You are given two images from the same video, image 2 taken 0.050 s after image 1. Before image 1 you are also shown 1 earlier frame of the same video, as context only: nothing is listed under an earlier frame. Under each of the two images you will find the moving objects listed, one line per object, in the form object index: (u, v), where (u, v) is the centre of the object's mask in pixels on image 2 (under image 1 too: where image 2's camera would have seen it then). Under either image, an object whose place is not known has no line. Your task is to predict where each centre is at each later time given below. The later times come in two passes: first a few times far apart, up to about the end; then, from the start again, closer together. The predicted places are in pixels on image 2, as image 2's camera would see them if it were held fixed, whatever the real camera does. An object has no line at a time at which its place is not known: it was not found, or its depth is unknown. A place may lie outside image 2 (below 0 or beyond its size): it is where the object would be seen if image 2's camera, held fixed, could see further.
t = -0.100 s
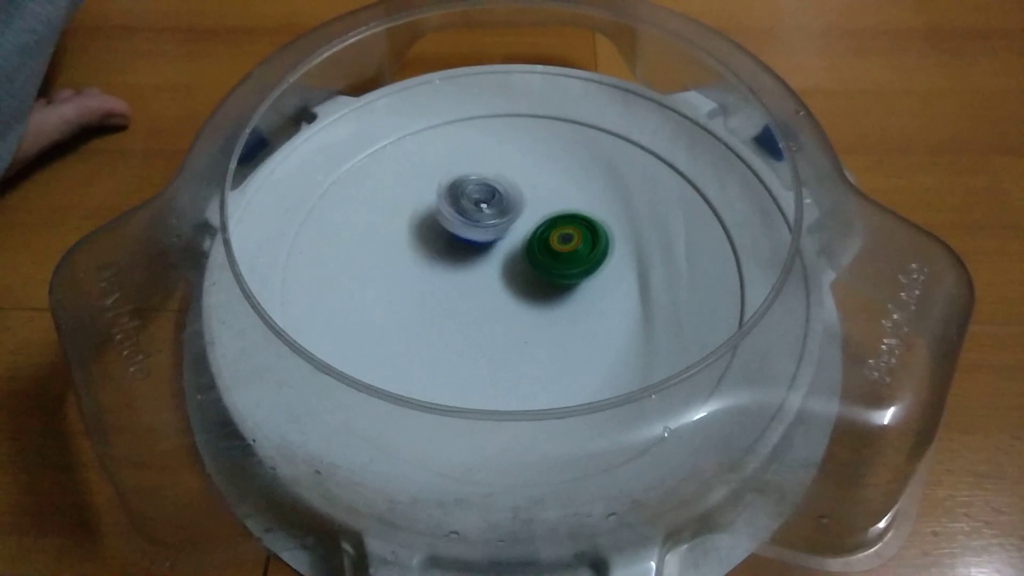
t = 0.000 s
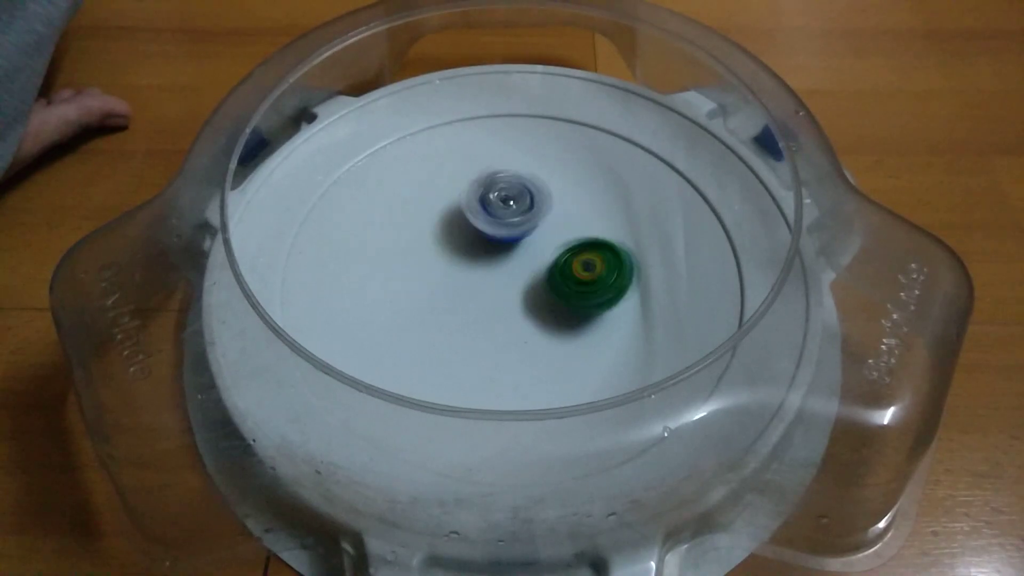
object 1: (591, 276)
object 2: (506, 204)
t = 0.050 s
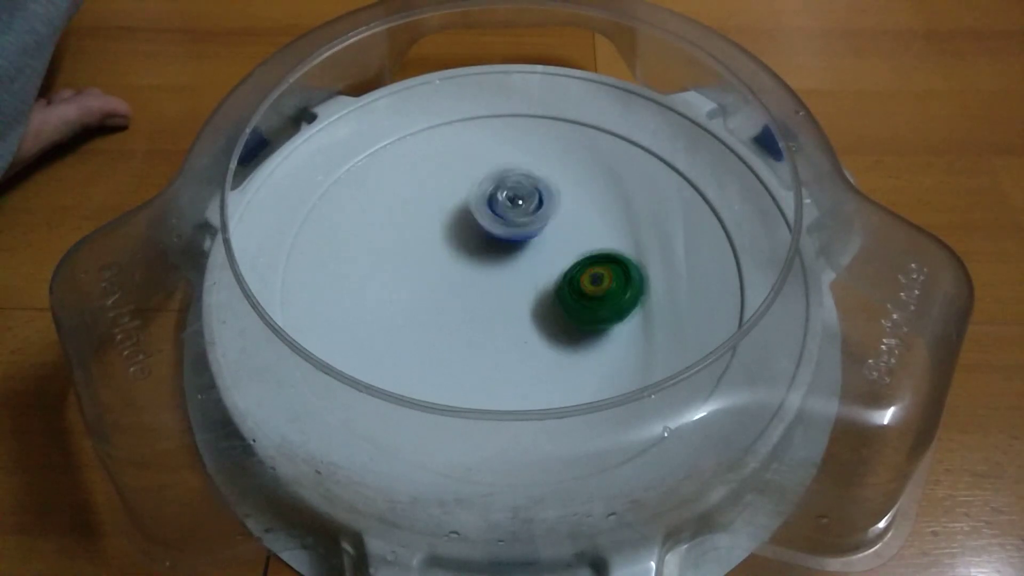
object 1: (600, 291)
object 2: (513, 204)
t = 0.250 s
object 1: (585, 308)
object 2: (551, 241)
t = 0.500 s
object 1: (522, 320)
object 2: (507, 239)
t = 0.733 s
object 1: (459, 284)
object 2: (489, 218)
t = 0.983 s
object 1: (440, 257)
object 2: (512, 215)
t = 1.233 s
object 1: (377, 313)
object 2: (616, 186)
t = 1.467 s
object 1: (402, 326)
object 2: (612, 209)
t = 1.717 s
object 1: (488, 309)
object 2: (557, 272)
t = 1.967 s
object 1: (496, 290)
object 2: (610, 280)
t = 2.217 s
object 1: (503, 270)
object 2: (632, 261)
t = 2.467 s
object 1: (499, 253)
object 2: (588, 252)
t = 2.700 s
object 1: (445, 246)
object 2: (591, 238)
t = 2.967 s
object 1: (450, 262)
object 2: (562, 256)
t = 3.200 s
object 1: (407, 289)
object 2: (569, 274)
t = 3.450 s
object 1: (456, 276)
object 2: (541, 266)
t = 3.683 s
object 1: (471, 281)
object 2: (556, 256)
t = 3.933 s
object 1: (477, 285)
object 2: (565, 258)
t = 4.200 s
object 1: (479, 281)
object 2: (561, 262)
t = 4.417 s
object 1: (479, 281)
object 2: (560, 262)
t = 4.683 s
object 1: (479, 281)
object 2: (561, 261)
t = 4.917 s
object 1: (479, 281)
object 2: (562, 261)
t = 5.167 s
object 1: (479, 281)
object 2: (562, 261)
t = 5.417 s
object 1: (479, 281)
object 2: (562, 261)
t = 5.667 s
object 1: (479, 281)
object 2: (563, 261)
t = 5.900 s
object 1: (479, 281)
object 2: (563, 261)
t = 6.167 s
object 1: (479, 281)
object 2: (562, 261)
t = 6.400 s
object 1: (479, 281)
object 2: (562, 261)
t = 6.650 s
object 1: (479, 281)
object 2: (562, 261)
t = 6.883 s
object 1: (479, 281)
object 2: (563, 261)
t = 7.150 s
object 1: (479, 281)
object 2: (563, 261)
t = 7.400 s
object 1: (479, 281)
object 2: (563, 261)
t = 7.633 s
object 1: (479, 281)
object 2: (563, 261)
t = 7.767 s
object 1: (479, 281)
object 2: (563, 261)
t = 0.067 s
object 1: (602, 293)
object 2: (518, 205)
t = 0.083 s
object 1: (601, 296)
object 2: (522, 205)
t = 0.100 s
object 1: (601, 297)
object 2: (526, 208)
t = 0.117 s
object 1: (601, 299)
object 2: (533, 211)
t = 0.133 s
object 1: (600, 301)
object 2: (535, 214)
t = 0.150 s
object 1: (599, 302)
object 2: (536, 215)
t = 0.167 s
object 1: (597, 304)
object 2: (541, 220)
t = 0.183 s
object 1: (595, 304)
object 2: (542, 223)
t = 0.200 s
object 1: (593, 305)
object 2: (545, 226)
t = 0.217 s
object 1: (591, 306)
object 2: (549, 233)
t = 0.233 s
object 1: (588, 307)
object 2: (548, 235)
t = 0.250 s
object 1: (585, 308)
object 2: (551, 241)
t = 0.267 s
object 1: (583, 310)
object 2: (549, 244)
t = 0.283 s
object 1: (581, 313)
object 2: (547, 245)
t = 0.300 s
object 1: (578, 315)
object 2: (545, 246)
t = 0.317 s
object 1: (575, 317)
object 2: (540, 247)
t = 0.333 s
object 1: (572, 317)
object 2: (537, 246)
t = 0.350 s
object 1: (570, 317)
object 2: (532, 248)
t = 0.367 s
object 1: (565, 317)
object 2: (529, 247)
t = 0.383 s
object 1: (561, 317)
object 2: (529, 247)
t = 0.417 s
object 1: (551, 317)
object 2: (522, 247)
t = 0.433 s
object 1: (545, 317)
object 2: (519, 247)
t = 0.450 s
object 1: (540, 319)
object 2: (514, 244)
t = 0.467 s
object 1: (533, 319)
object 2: (513, 244)
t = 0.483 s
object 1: (527, 320)
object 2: (508, 241)
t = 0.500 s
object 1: (522, 320)
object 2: (507, 239)
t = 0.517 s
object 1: (516, 320)
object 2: (504, 237)
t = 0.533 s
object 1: (511, 318)
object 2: (499, 234)
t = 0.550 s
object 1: (506, 317)
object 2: (500, 232)
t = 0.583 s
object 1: (495, 313)
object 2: (496, 227)
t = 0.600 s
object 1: (490, 310)
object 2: (496, 226)
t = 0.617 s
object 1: (486, 308)
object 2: (492, 224)
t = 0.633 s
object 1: (480, 305)
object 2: (493, 223)
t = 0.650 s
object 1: (476, 301)
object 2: (489, 221)
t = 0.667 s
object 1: (473, 299)
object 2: (490, 219)
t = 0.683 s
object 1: (469, 295)
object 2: (490, 218)
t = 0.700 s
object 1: (465, 292)
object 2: (488, 219)
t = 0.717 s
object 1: (462, 288)
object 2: (490, 217)
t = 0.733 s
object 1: (459, 284)
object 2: (489, 218)
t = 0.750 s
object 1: (456, 280)
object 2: (491, 216)
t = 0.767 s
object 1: (452, 278)
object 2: (491, 215)
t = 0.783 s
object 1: (448, 277)
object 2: (492, 213)
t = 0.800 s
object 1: (445, 275)
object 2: (494, 211)
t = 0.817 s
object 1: (442, 274)
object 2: (494, 211)
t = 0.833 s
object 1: (440, 272)
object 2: (499, 210)
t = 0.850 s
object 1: (439, 269)
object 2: (499, 210)
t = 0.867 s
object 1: (438, 267)
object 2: (500, 210)
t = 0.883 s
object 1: (438, 266)
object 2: (502, 209)
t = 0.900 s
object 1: (437, 264)
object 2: (502, 208)
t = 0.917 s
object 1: (437, 261)
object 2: (506, 211)
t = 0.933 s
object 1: (438, 261)
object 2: (507, 212)
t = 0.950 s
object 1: (438, 259)
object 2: (511, 212)
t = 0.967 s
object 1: (439, 257)
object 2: (512, 215)
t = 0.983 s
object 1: (440, 257)
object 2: (512, 215)
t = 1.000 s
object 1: (442, 256)
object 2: (516, 218)
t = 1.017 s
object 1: (435, 259)
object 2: (520, 216)
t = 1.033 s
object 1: (419, 268)
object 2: (534, 212)
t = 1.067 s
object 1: (397, 284)
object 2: (557, 202)
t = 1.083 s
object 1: (388, 289)
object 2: (570, 200)
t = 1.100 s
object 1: (381, 294)
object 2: (576, 197)
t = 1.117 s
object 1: (378, 297)
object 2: (585, 195)
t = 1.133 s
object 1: (375, 301)
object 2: (592, 192)
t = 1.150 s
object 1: (373, 304)
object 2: (597, 191)
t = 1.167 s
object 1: (373, 307)
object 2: (604, 189)
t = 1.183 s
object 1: (374, 309)
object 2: (606, 188)
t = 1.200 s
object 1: (374, 310)
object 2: (611, 188)
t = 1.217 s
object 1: (376, 312)
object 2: (614, 187)
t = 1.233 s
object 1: (377, 313)
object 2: (616, 186)
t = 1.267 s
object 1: (379, 315)
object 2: (621, 185)
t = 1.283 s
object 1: (380, 316)
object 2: (623, 187)
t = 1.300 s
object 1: (382, 317)
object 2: (625, 185)
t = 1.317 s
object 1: (384, 319)
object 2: (628, 185)
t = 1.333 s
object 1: (384, 319)
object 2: (630, 186)
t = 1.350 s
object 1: (386, 320)
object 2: (629, 189)
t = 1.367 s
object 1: (388, 321)
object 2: (629, 191)
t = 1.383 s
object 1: (389, 323)
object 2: (627, 192)
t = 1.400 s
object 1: (390, 323)
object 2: (626, 195)
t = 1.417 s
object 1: (393, 323)
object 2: (625, 197)
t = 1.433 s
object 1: (396, 325)
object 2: (622, 201)
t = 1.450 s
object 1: (399, 326)
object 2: (618, 206)
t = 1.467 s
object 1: (402, 326)
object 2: (612, 209)
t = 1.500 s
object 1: (412, 326)
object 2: (607, 219)
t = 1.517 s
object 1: (418, 325)
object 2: (599, 224)
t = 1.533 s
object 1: (424, 325)
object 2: (595, 229)
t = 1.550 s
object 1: (431, 324)
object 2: (587, 234)
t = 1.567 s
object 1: (438, 323)
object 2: (585, 240)
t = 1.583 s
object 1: (444, 323)
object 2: (581, 242)
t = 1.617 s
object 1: (459, 318)
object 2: (573, 250)
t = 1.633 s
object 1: (466, 319)
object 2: (568, 255)
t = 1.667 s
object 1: (479, 314)
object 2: (562, 263)
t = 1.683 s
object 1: (487, 312)
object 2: (559, 268)
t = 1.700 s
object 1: (491, 313)
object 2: (556, 268)
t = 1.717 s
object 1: (488, 309)
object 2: (557, 272)
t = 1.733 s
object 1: (485, 307)
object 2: (563, 274)
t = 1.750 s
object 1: (482, 305)
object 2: (565, 274)
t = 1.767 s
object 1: (482, 303)
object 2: (569, 277)
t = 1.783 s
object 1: (481, 301)
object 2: (571, 277)
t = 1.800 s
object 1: (483, 300)
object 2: (575, 278)
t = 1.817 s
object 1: (484, 299)
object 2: (579, 280)
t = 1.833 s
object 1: (488, 298)
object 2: (580, 281)
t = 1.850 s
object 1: (490, 298)
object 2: (585, 282)
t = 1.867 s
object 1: (490, 297)
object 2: (585, 282)
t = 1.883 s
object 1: (489, 295)
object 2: (591, 282)
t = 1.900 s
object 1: (491, 294)
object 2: (594, 282)
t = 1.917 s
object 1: (493, 294)
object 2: (596, 283)
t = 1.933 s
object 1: (495, 294)
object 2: (602, 282)
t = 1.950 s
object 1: (496, 293)
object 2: (604, 280)
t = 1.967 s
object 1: (496, 290)
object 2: (610, 280)
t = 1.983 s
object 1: (498, 288)
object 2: (610, 279)
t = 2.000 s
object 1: (501, 287)
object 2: (613, 279)
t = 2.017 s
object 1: (504, 287)
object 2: (615, 278)
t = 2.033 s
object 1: (505, 286)
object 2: (615, 276)
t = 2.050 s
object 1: (507, 285)
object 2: (618, 276)
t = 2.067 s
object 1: (509, 283)
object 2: (615, 274)
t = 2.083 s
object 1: (513, 281)
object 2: (616, 274)
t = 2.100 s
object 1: (515, 280)
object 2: (617, 271)
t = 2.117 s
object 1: (518, 280)
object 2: (616, 270)
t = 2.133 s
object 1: (520, 280)
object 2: (617, 269)
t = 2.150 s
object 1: (517, 277)
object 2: (616, 266)
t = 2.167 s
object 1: (511, 275)
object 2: (622, 266)
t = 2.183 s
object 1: (507, 273)
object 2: (625, 264)
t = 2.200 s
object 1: (504, 272)
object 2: (628, 262)
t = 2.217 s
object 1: (503, 270)
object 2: (632, 261)
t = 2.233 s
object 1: (501, 268)
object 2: (631, 259)
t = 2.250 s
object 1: (500, 266)
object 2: (633, 259)
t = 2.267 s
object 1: (499, 265)
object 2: (633, 259)
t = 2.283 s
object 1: (499, 264)
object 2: (631, 258)
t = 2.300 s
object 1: (499, 263)
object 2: (631, 258)
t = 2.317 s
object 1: (498, 262)
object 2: (626, 256)
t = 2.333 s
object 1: (496, 261)
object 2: (624, 257)
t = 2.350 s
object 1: (496, 260)
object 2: (622, 256)
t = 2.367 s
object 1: (497, 259)
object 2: (618, 256)
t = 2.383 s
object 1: (498, 259)
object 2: (615, 256)
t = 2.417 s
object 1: (500, 258)
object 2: (604, 255)
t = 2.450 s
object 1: (499, 254)
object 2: (590, 253)
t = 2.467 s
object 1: (499, 253)
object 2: (588, 252)
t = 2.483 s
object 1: (499, 252)
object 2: (585, 250)
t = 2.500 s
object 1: (497, 252)
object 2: (581, 251)
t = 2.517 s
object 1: (492, 252)
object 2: (581, 250)
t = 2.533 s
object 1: (483, 249)
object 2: (582, 247)
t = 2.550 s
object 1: (475, 248)
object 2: (584, 247)
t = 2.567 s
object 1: (469, 247)
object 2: (587, 246)
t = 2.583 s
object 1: (463, 247)
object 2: (587, 244)
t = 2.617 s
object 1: (454, 247)
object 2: (590, 243)
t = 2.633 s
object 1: (451, 246)
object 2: (590, 240)
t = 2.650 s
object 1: (449, 246)
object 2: (591, 240)
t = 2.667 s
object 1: (448, 246)
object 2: (593, 239)
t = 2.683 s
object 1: (447, 246)
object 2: (592, 237)
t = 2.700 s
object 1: (445, 246)
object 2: (591, 238)
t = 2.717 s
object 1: (445, 246)
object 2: (591, 238)
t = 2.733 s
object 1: (444, 247)
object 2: (590, 238)
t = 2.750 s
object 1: (443, 247)
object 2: (590, 238)
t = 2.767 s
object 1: (443, 247)
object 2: (592, 239)
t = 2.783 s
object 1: (443, 248)
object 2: (590, 237)
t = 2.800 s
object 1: (443, 248)
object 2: (585, 239)
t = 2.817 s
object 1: (445, 249)
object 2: (583, 242)
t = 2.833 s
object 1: (444, 251)
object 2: (582, 243)
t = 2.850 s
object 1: (446, 253)
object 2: (578, 244)
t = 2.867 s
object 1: (445, 256)
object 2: (580, 245)
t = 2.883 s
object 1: (445, 257)
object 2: (577, 247)
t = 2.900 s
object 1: (445, 259)
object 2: (573, 247)
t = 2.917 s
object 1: (445, 259)
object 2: (572, 250)
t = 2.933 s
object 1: (446, 260)
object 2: (570, 251)
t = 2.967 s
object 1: (450, 262)
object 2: (562, 256)
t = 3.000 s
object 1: (454, 267)
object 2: (555, 260)
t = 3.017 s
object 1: (457, 269)
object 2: (551, 263)
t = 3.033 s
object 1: (458, 272)
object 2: (550, 266)
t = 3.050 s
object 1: (454, 275)
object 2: (549, 266)
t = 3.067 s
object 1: (444, 281)
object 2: (555, 270)
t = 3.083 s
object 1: (437, 285)
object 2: (561, 274)
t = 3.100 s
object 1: (432, 285)
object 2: (564, 275)
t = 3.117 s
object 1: (427, 284)
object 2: (565, 274)
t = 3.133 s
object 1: (421, 285)
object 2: (567, 276)
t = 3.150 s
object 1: (416, 287)
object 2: (570, 278)
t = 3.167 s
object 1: (412, 288)
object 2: (571, 276)
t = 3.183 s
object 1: (409, 288)
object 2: (569, 274)
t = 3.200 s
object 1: (407, 289)
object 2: (569, 274)
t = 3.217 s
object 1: (406, 286)
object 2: (570, 273)
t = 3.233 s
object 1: (406, 286)
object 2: (567, 272)
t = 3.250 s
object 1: (407, 286)
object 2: (563, 273)
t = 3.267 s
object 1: (410, 284)
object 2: (561, 272)
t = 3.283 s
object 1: (413, 281)
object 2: (559, 270)
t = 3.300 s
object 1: (417, 280)
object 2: (560, 269)
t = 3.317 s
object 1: (420, 279)
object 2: (554, 271)
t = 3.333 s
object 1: (424, 279)
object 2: (554, 271)
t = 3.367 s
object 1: (432, 279)
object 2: (553, 267)
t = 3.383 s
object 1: (437, 278)
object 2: (551, 267)
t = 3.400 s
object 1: (440, 278)
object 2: (548, 268)
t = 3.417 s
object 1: (445, 278)
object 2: (545, 269)
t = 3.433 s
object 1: (449, 277)
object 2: (543, 268)
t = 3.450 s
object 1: (456, 276)
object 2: (541, 266)
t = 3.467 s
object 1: (457, 276)
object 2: (544, 263)
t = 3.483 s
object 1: (458, 277)
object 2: (546, 263)
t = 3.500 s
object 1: (458, 277)
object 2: (548, 261)
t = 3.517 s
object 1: (459, 277)
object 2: (550, 262)
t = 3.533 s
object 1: (460, 278)
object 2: (551, 263)
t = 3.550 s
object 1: (461, 278)
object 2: (555, 260)
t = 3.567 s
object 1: (464, 278)
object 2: (557, 259)
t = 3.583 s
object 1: (465, 278)
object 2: (557, 258)
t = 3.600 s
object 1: (466, 279)
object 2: (557, 257)
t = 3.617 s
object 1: (468, 278)
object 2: (557, 256)
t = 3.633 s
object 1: (468, 281)
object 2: (557, 256)
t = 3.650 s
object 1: (469, 280)
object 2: (556, 256)
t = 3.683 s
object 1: (471, 281)
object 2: (556, 256)
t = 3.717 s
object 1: (472, 283)
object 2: (556, 257)
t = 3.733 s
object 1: (476, 281)
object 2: (556, 257)
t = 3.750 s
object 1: (477, 279)
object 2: (556, 256)
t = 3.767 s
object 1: (480, 279)
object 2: (556, 256)
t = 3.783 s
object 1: (484, 280)
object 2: (556, 257)
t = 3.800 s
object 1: (486, 281)
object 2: (556, 256)
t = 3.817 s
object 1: (486, 282)
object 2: (555, 257)
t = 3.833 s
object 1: (485, 282)
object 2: (557, 257)
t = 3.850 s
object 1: (484, 284)
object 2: (559, 257)
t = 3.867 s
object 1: (482, 285)
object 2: (561, 257)
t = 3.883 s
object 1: (481, 286)
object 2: (563, 257)
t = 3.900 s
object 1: (480, 286)
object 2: (564, 258)
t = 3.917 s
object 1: (478, 286)
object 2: (565, 258)
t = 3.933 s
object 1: (477, 285)
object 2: (565, 258)
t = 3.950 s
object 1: (477, 284)
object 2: (564, 261)
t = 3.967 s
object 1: (477, 283)
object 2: (563, 262)
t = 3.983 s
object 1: (477, 282)
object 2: (561, 262)
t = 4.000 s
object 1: (477, 283)
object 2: (560, 260)
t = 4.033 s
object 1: (480, 281)
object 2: (558, 262)
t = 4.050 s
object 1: (480, 282)
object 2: (558, 262)
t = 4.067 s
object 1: (480, 281)
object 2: (557, 262)
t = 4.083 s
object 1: (479, 282)
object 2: (557, 262)
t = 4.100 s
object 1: (478, 282)
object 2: (558, 262)
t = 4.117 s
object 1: (478, 281)
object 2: (558, 262)
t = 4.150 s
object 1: (479, 281)
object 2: (559, 262)
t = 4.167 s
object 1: (479, 281)
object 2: (560, 263)
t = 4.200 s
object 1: (479, 281)
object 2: (561, 262)
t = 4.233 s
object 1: (479, 281)
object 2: (560, 262)
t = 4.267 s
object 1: (479, 281)
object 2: (559, 263)
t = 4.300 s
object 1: (479, 281)
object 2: (560, 261)
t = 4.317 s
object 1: (479, 281)
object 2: (559, 263)
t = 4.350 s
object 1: (479, 281)
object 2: (561, 262)
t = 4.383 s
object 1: (479, 281)
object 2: (561, 261)
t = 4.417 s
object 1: (479, 281)
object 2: (560, 262)
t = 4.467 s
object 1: (479, 282)
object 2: (560, 262)
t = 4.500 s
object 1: (479, 282)
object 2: (561, 262)
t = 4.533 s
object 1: (479, 281)
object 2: (560, 262)
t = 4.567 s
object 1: (479, 281)
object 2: (560, 261)
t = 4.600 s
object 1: (479, 281)
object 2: (560, 261)
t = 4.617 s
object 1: (479, 281)
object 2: (561, 262)
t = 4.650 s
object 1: (479, 281)
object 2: (561, 261)
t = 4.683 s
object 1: (479, 281)
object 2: (561, 261)
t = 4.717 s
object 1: (479, 281)
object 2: (562, 261)
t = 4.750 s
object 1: (479, 281)
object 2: (562, 261)
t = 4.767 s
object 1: (479, 281)
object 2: (562, 261)
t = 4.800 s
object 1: (479, 281)
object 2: (561, 262)
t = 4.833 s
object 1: (479, 281)
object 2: (562, 261)
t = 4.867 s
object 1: (479, 281)
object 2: (561, 262)
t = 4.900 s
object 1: (479, 281)
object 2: (562, 261)
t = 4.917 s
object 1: (479, 281)
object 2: (562, 261)
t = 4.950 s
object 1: (479, 281)
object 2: (561, 262)
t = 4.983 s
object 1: (479, 281)
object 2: (562, 261)
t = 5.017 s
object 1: (479, 281)
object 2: (562, 261)
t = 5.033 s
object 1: (479, 281)
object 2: (562, 261)
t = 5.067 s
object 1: (479, 281)
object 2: (562, 261)
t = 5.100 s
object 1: (479, 281)
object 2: (562, 261)
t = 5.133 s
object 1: (479, 281)
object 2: (562, 261)
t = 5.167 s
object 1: (479, 281)
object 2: (562, 261)
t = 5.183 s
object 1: (479, 281)
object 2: (562, 261)
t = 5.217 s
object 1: (479, 281)
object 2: (562, 261)
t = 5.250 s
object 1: (479, 281)
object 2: (562, 261)
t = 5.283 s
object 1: (479, 281)
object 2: (562, 261)
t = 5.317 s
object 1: (479, 281)
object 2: (562, 261)
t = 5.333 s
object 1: (479, 281)
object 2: (562, 261)
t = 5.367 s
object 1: (479, 281)
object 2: (562, 261)
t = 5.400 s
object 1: (479, 281)
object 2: (562, 261)
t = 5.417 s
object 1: (479, 281)
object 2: (562, 261)
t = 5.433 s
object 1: (479, 281)
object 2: (562, 261)
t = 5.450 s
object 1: (479, 281)
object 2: (563, 261)
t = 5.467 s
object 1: (479, 281)
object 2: (563, 261)
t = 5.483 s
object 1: (479, 281)
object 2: (563, 261)
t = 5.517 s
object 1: (479, 281)
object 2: (563, 261)
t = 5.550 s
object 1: (479, 281)
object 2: (563, 261)
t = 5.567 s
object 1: (479, 281)
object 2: (563, 261)
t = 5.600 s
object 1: (479, 281)
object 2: (563, 261)
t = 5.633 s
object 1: (479, 281)
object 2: (563, 261)
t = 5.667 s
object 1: (479, 281)
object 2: (563, 261)
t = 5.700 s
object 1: (479, 281)
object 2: (563, 261)
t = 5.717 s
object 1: (479, 281)
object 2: (563, 261)
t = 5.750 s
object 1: (479, 281)
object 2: (563, 261)
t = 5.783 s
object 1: (479, 281)
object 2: (563, 261)
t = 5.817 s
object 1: (479, 281)
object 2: (563, 261)
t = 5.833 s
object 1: (479, 281)
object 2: (563, 261)
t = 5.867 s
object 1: (479, 281)
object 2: (563, 261)
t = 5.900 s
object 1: (479, 281)
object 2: (563, 261)
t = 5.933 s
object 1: (479, 281)
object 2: (563, 261)
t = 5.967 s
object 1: (479, 281)
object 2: (563, 261)
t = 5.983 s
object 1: (479, 281)
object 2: (563, 261)
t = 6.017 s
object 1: (479, 281)
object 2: (563, 261)
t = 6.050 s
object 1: (479, 281)
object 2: (562, 261)
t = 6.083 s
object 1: (479, 281)
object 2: (562, 261)
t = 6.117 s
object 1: (479, 281)
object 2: (563, 261)
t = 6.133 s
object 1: (479, 281)
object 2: (563, 261)
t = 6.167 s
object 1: (479, 281)
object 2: (562, 261)
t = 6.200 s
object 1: (479, 281)
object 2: (562, 261)
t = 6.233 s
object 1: (479, 281)
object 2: (563, 261)
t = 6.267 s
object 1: (479, 281)
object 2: (563, 261)
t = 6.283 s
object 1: (479, 281)
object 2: (562, 261)
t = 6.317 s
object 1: (479, 281)
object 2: (563, 261)
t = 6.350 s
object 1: (479, 281)
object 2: (562, 261)
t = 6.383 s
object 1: (479, 281)
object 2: (562, 261)
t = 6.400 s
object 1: (479, 281)
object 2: (562, 261)
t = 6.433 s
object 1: (479, 281)
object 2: (562, 261)
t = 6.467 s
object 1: (479, 281)
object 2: (562, 261)
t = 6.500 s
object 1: (479, 281)
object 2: (563, 261)
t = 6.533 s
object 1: (479, 281)
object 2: (562, 261)
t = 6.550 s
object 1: (479, 281)
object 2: (562, 261)
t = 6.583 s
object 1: (479, 281)
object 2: (562, 261)
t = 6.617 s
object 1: (479, 281)
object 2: (562, 261)
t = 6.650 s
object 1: (479, 281)
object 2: (562, 261)
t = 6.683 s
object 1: (479, 281)
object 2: (562, 261)
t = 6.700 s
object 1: (479, 281)
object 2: (562, 261)
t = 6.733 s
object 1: (479, 281)
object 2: (562, 261)
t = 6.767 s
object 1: (479, 281)
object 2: (562, 261)
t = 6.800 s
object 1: (479, 281)
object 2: (563, 261)
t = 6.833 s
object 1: (479, 281)
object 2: (563, 261)
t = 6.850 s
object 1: (479, 281)
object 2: (563, 261)
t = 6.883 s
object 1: (479, 281)
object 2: (563, 261)
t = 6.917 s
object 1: (479, 281)
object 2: (563, 261)
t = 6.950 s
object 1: (479, 281)
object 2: (563, 261)
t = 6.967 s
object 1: (479, 281)
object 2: (563, 261)
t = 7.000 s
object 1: (479, 281)
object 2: (563, 261)
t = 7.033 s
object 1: (479, 281)
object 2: (563, 261)
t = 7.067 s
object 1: (479, 281)
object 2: (563, 261)
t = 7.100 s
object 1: (479, 281)
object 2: (563, 261)
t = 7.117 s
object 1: (479, 281)
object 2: (563, 261)
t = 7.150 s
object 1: (479, 281)
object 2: (563, 261)
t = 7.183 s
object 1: (479, 281)
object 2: (563, 261)
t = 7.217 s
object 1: (479, 281)
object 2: (563, 261)
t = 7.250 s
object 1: (479, 281)
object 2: (563, 261)
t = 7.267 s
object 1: (479, 281)
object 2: (563, 261)
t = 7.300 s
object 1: (479, 281)
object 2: (563, 261)
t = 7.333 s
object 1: (479, 281)
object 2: (563, 261)
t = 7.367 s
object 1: (479, 281)
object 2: (563, 261)
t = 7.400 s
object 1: (479, 281)
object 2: (563, 261)
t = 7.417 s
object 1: (479, 281)
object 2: (562, 261)
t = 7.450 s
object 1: (479, 281)
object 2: (563, 261)
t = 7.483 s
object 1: (479, 281)
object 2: (563, 261)
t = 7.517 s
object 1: (479, 281)
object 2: (563, 261)
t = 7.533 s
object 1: (479, 281)
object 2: (563, 261)
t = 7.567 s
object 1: (479, 281)
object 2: (563, 261)
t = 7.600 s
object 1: (479, 281)
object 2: (563, 261)
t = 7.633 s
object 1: (479, 281)
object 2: (563, 261)
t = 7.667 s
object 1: (479, 281)
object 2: (563, 261)
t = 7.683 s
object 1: (479, 281)
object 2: (563, 261)
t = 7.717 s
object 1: (479, 281)
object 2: (563, 261)
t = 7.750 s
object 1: (479, 281)
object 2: (563, 261)
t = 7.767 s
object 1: (479, 281)
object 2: (563, 261)
